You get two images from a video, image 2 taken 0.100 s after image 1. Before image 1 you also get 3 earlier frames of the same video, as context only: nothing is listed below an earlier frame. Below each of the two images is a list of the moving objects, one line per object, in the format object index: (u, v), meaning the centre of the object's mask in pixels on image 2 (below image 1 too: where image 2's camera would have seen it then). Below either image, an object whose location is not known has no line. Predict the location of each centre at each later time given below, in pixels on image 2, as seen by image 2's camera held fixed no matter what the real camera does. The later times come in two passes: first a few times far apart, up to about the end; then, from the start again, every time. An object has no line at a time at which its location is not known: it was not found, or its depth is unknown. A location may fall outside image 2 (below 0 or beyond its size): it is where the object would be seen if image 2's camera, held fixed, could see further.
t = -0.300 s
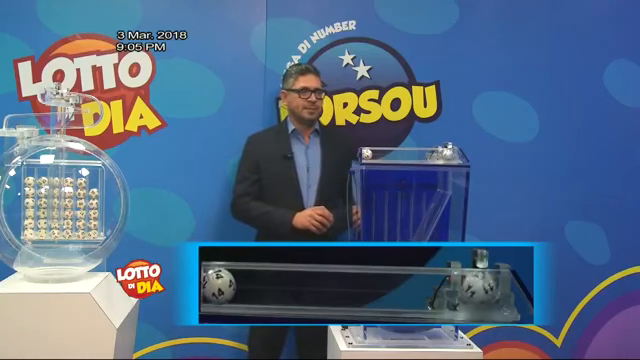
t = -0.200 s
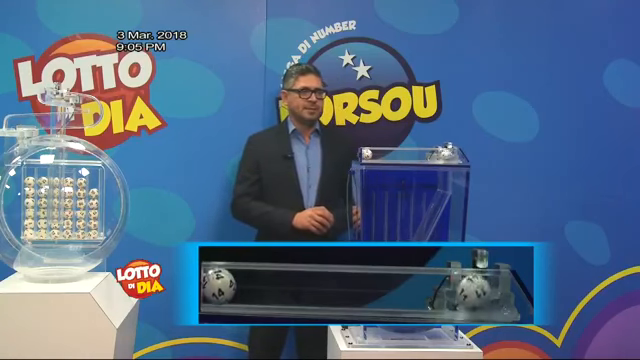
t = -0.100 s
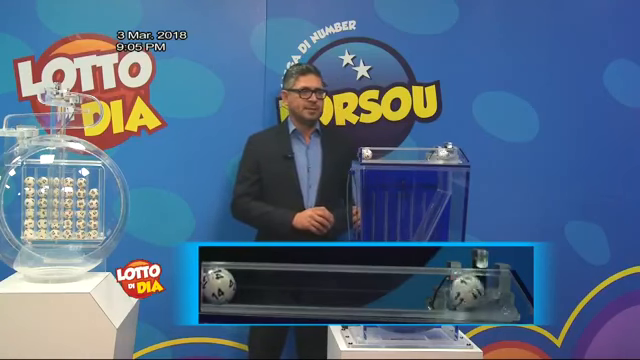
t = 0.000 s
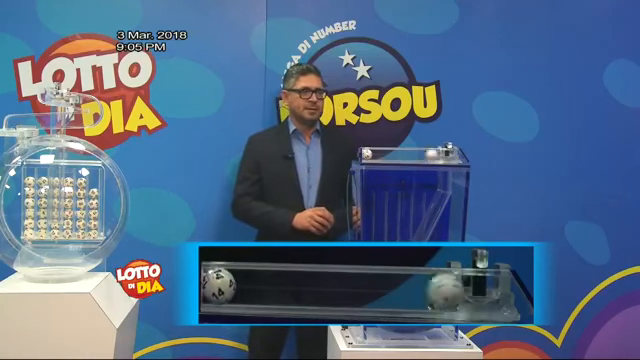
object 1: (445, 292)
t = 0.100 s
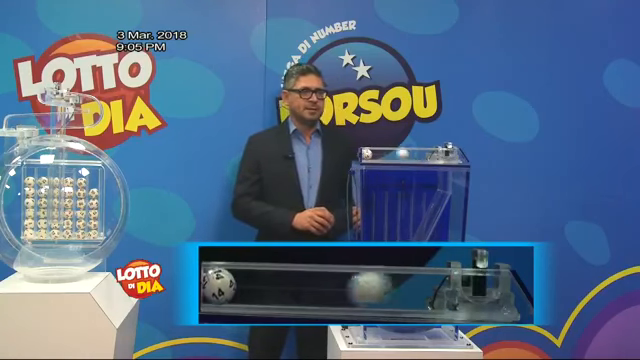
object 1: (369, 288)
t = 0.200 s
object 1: (258, 287)
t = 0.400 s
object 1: (265, 287)
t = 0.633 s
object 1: (253, 287)
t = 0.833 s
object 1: (253, 287)
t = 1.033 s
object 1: (253, 287)
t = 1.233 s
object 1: (253, 287)
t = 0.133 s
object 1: (332, 289)
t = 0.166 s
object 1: (294, 288)
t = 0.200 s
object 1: (258, 287)
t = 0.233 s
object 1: (267, 286)
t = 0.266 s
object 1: (271, 287)
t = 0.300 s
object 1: (271, 287)
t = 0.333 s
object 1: (271, 287)
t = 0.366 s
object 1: (268, 287)
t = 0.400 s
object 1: (265, 287)
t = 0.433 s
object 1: (262, 287)
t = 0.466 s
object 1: (258, 287)
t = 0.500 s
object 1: (254, 286)
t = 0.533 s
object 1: (254, 286)
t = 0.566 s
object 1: (254, 287)
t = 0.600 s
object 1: (253, 287)
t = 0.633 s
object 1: (253, 287)
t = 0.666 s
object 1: (253, 287)
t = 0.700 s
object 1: (253, 287)
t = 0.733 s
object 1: (253, 287)
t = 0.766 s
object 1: (253, 287)
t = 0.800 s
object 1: (253, 287)
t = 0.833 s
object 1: (253, 287)
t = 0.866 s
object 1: (253, 287)
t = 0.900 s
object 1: (253, 287)
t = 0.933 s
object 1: (252, 287)
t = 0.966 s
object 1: (253, 287)
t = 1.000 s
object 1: (253, 287)
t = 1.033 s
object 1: (253, 287)
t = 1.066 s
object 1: (253, 287)
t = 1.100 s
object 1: (253, 287)
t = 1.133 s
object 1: (253, 287)
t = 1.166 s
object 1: (253, 287)
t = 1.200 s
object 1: (253, 287)
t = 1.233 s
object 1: (253, 287)
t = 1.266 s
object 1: (253, 287)
